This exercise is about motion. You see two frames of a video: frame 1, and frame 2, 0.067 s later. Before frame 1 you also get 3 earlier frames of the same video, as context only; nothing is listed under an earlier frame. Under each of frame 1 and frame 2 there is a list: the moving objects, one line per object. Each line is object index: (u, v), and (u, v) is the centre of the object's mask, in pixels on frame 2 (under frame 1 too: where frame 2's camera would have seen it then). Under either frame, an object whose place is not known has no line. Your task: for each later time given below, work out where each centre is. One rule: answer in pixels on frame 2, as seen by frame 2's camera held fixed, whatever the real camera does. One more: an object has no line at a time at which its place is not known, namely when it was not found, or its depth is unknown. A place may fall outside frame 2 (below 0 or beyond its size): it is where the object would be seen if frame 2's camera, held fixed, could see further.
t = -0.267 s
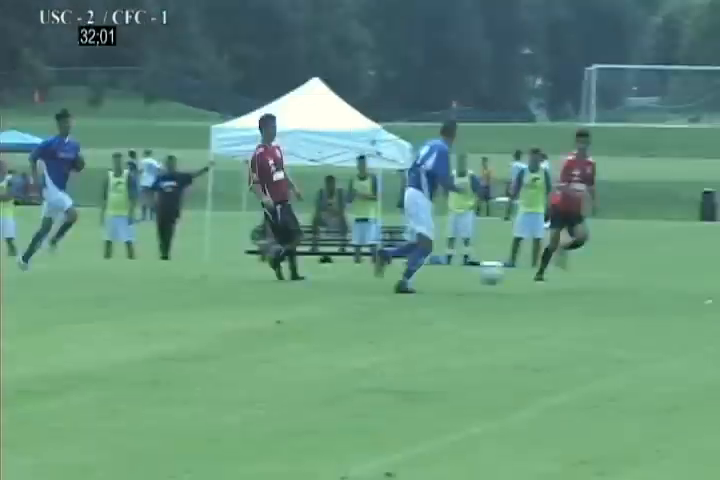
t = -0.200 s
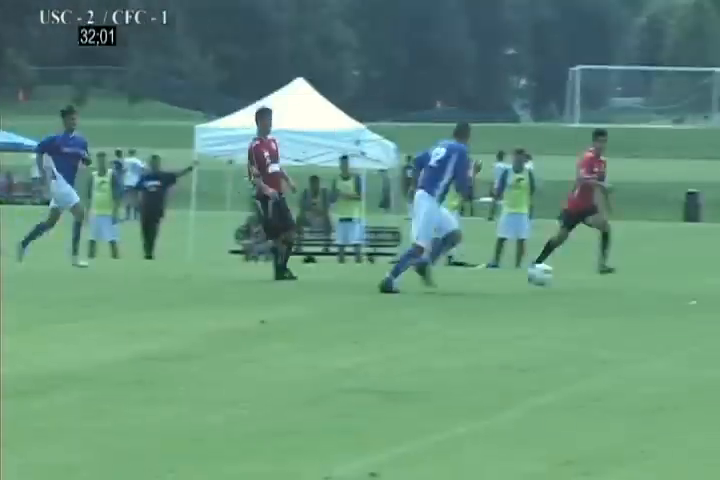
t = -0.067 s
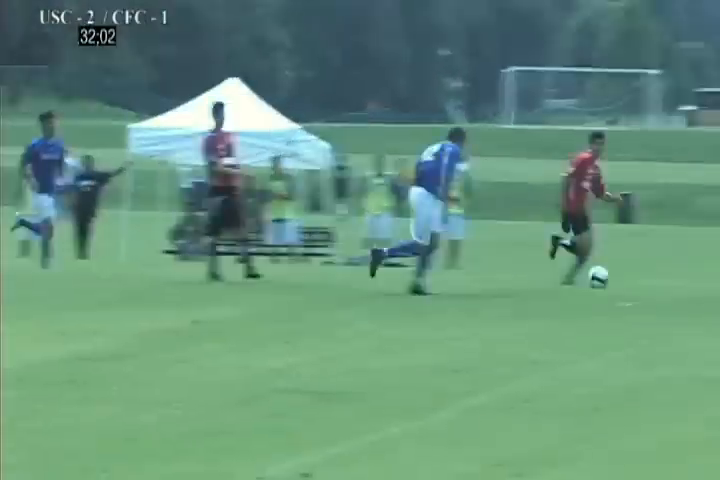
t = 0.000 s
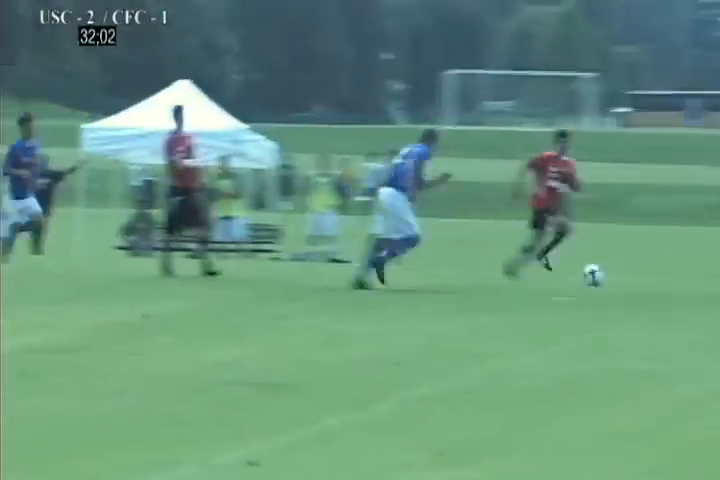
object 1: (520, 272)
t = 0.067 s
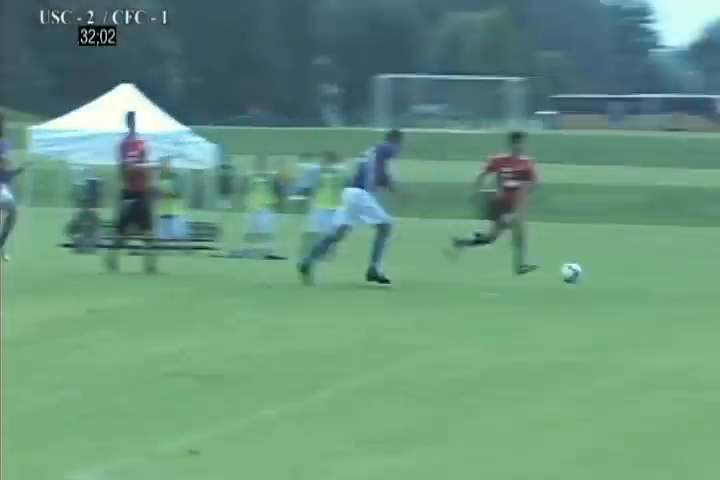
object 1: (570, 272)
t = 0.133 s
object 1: (620, 274)
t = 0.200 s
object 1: (668, 278)
